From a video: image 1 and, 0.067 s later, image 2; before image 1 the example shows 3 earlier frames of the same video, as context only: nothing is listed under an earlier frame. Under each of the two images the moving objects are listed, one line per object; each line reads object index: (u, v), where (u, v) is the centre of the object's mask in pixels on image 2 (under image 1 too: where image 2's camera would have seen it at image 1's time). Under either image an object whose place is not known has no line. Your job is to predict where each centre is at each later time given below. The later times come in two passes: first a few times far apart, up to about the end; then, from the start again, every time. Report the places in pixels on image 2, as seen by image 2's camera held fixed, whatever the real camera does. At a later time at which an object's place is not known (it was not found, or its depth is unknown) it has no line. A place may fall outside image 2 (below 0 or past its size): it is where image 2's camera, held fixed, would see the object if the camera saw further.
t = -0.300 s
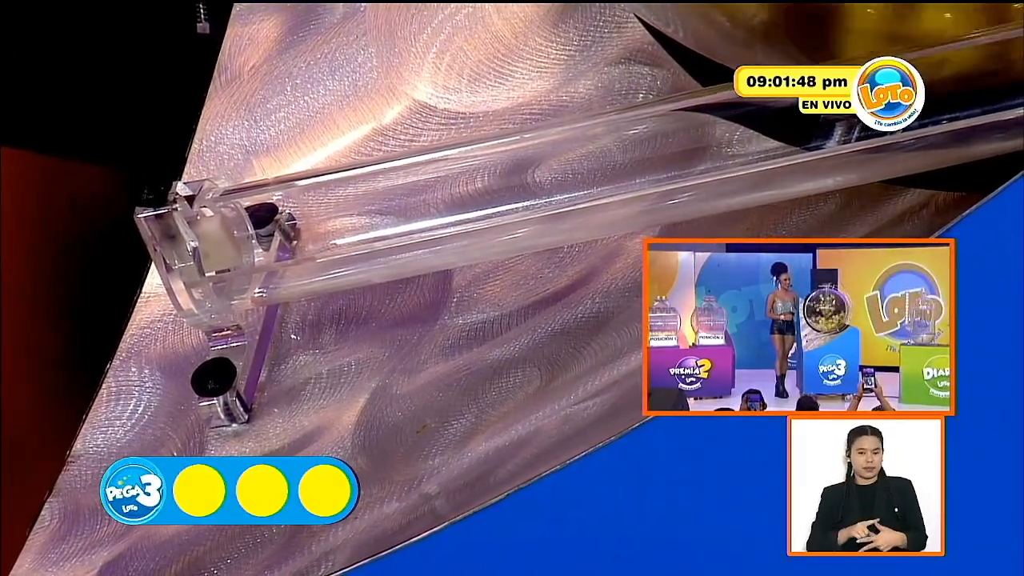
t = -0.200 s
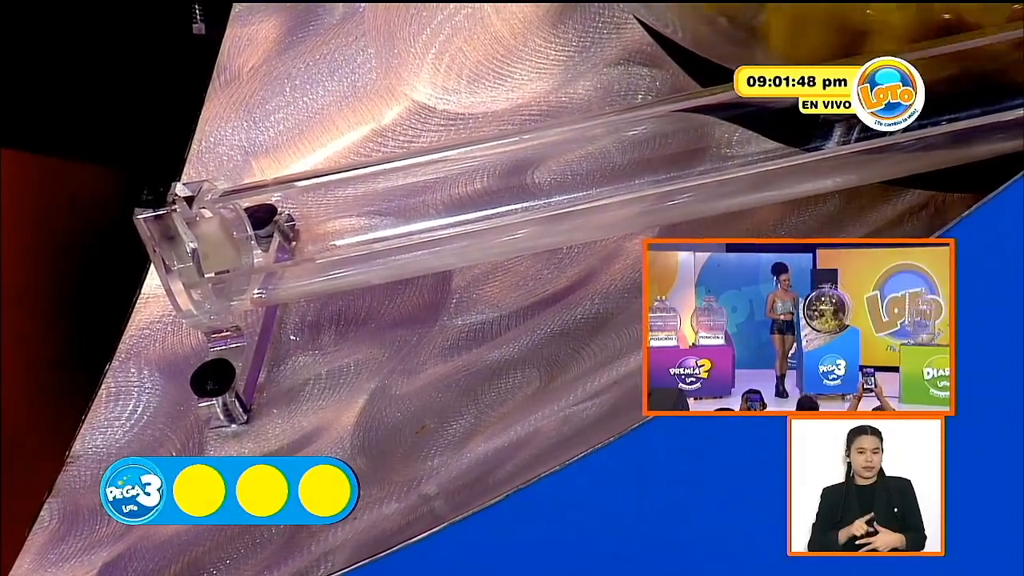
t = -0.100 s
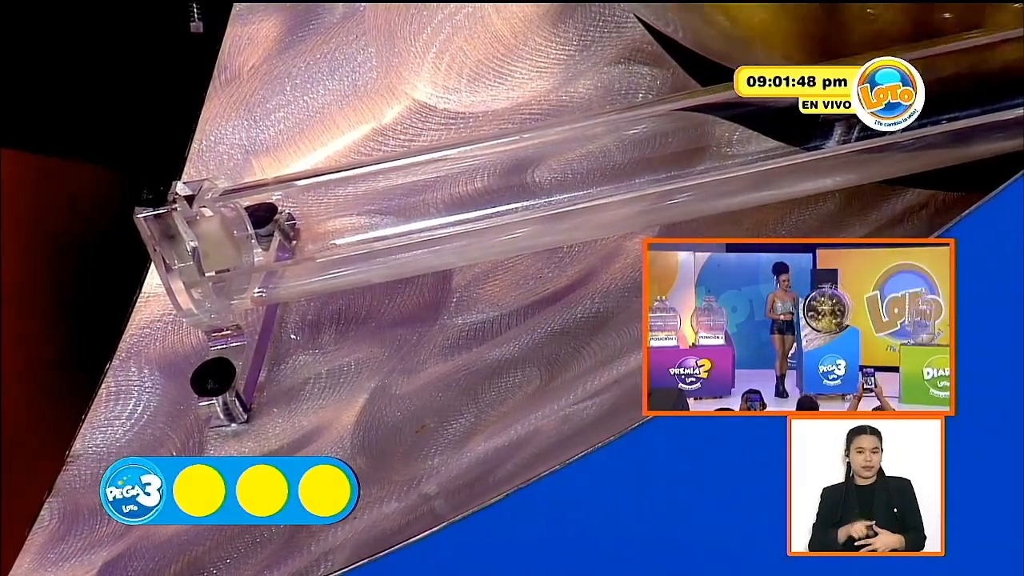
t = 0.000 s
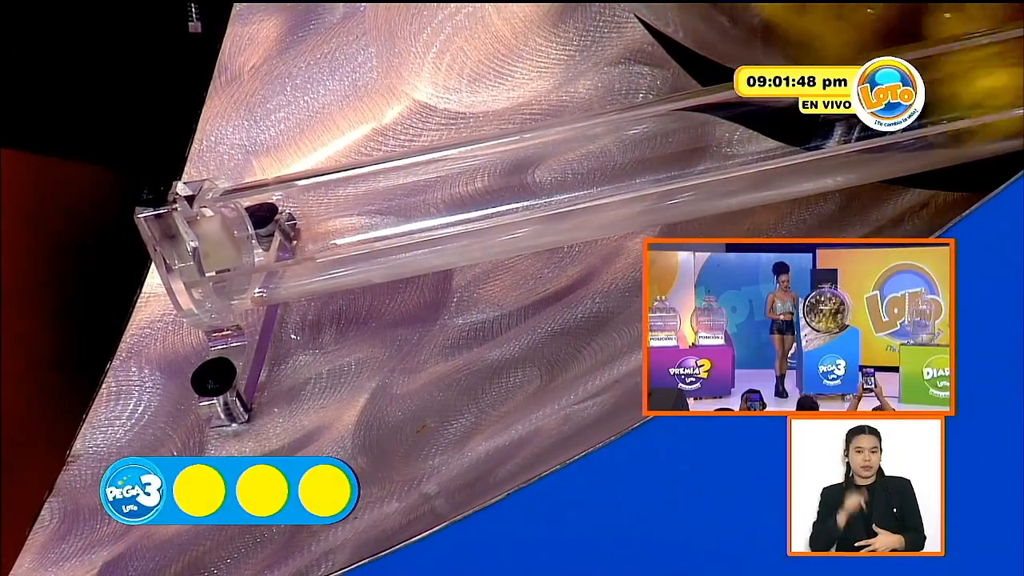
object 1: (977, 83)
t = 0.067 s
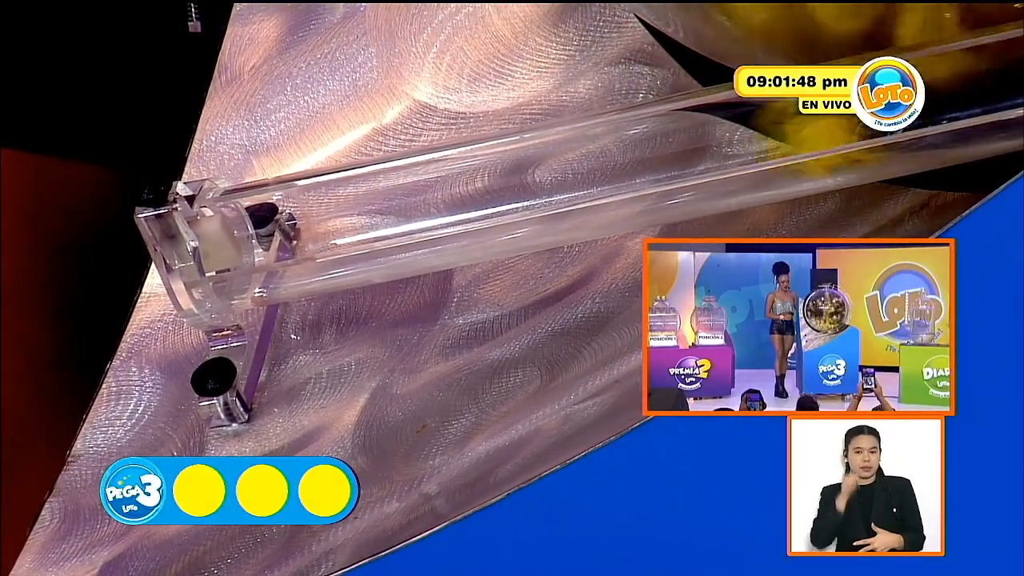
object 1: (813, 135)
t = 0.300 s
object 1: (294, 228)
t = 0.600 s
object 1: (285, 232)
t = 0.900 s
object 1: (284, 232)
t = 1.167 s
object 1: (285, 232)
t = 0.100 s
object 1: (744, 136)
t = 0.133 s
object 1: (667, 152)
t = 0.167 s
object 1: (594, 168)
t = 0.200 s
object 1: (512, 185)
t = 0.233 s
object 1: (431, 201)
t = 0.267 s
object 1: (340, 219)
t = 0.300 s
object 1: (294, 228)
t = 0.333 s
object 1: (314, 224)
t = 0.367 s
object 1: (322, 222)
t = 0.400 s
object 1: (319, 223)
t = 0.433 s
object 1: (311, 225)
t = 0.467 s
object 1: (301, 227)
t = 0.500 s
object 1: (287, 231)
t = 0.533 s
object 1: (285, 231)
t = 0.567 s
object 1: (285, 231)
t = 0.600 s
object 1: (285, 232)
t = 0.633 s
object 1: (285, 232)
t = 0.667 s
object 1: (285, 232)
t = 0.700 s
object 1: (285, 232)
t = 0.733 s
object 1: (285, 232)
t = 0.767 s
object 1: (284, 232)
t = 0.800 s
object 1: (284, 232)
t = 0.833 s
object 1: (285, 232)
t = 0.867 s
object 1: (285, 232)
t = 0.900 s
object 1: (284, 232)
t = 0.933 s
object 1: (284, 232)
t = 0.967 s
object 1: (285, 232)
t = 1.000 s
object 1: (285, 232)
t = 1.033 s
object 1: (285, 232)
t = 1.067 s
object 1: (284, 232)
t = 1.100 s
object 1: (284, 232)
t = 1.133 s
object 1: (285, 232)
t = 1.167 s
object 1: (285, 232)
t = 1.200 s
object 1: (285, 232)
